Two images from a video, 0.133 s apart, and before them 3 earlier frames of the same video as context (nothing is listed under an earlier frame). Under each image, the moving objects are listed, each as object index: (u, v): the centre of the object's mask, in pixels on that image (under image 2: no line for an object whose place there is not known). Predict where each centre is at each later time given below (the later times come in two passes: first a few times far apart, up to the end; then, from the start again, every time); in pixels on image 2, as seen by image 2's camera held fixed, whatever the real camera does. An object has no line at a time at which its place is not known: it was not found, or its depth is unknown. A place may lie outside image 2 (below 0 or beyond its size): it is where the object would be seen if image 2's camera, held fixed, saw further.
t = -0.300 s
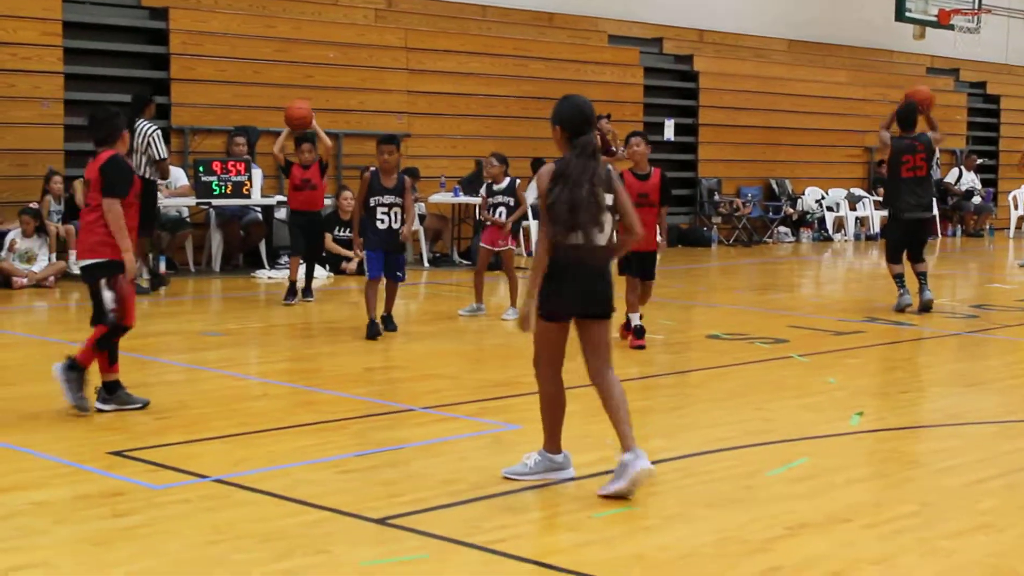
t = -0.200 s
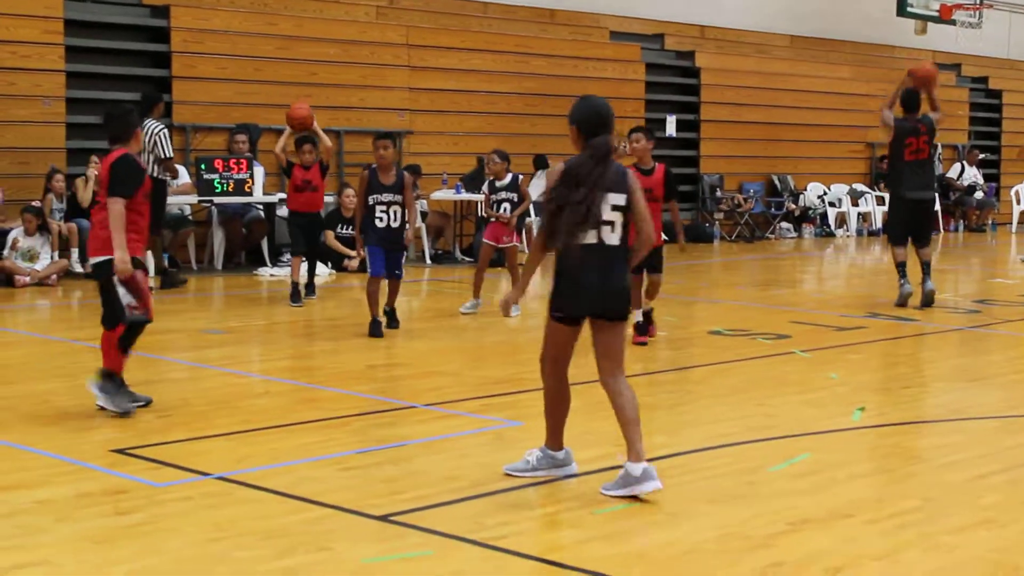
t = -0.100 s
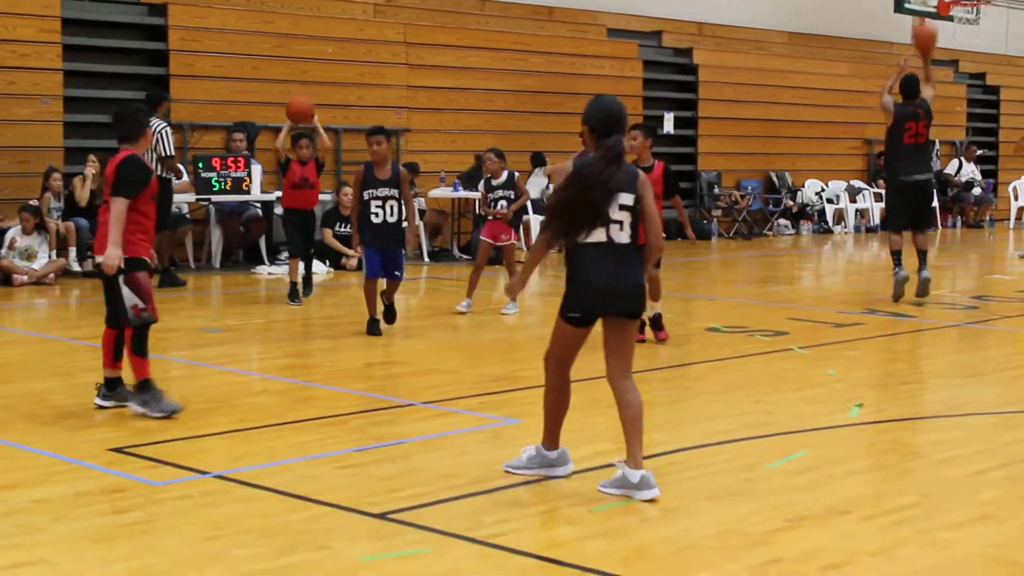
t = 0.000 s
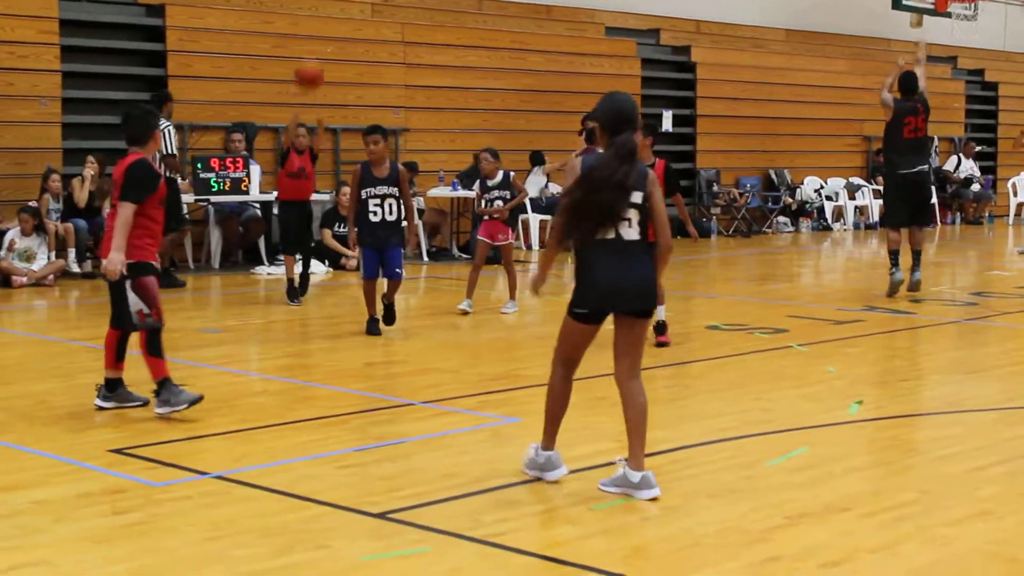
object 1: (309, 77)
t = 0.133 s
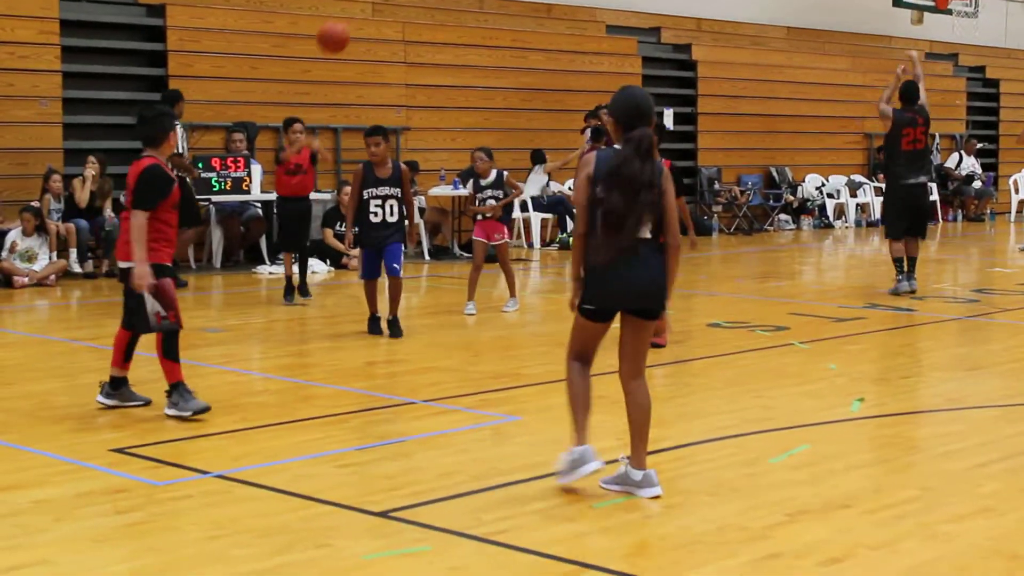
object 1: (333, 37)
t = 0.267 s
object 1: (358, 22)
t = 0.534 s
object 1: (425, 72)
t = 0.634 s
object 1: (452, 127)
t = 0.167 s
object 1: (338, 32)
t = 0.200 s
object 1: (344, 27)
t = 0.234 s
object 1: (351, 24)
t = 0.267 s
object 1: (358, 22)
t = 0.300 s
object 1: (366, 22)
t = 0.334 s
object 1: (373, 23)
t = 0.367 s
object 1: (381, 24)
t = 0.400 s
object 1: (391, 31)
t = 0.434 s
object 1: (397, 38)
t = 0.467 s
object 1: (407, 48)
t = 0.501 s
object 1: (415, 58)
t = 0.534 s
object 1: (425, 72)
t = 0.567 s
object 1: (433, 88)
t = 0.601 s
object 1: (443, 106)
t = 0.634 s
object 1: (452, 127)
